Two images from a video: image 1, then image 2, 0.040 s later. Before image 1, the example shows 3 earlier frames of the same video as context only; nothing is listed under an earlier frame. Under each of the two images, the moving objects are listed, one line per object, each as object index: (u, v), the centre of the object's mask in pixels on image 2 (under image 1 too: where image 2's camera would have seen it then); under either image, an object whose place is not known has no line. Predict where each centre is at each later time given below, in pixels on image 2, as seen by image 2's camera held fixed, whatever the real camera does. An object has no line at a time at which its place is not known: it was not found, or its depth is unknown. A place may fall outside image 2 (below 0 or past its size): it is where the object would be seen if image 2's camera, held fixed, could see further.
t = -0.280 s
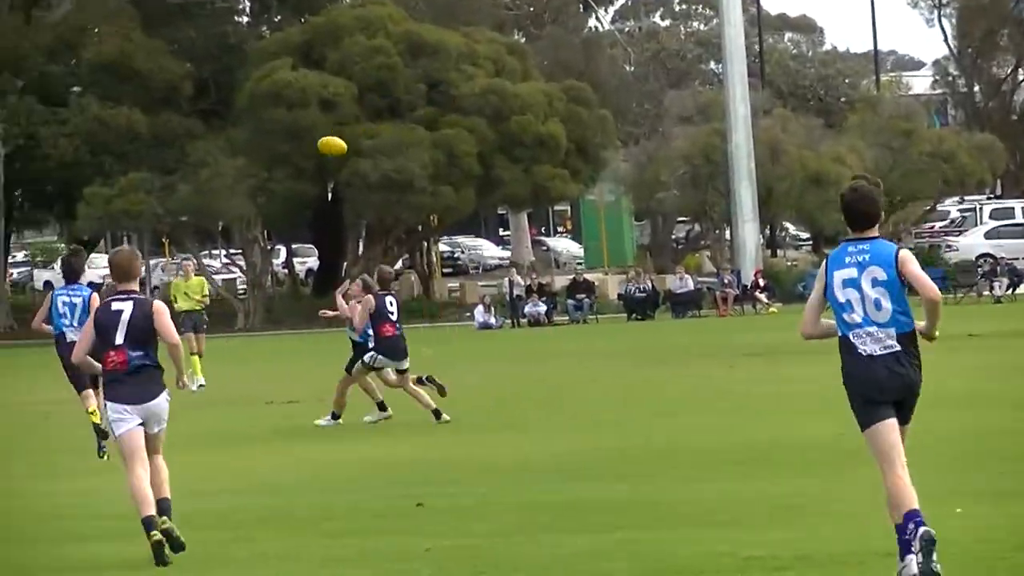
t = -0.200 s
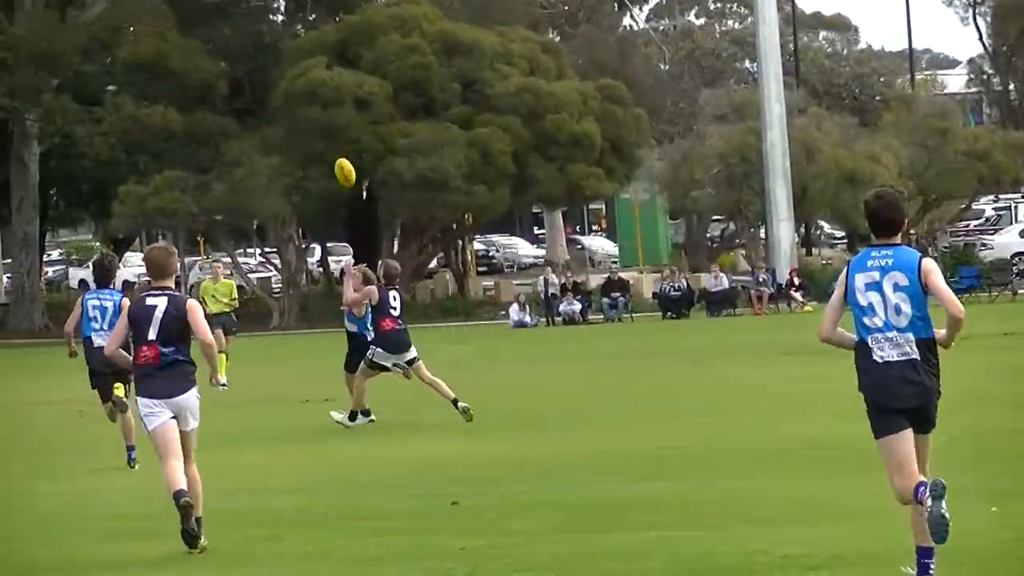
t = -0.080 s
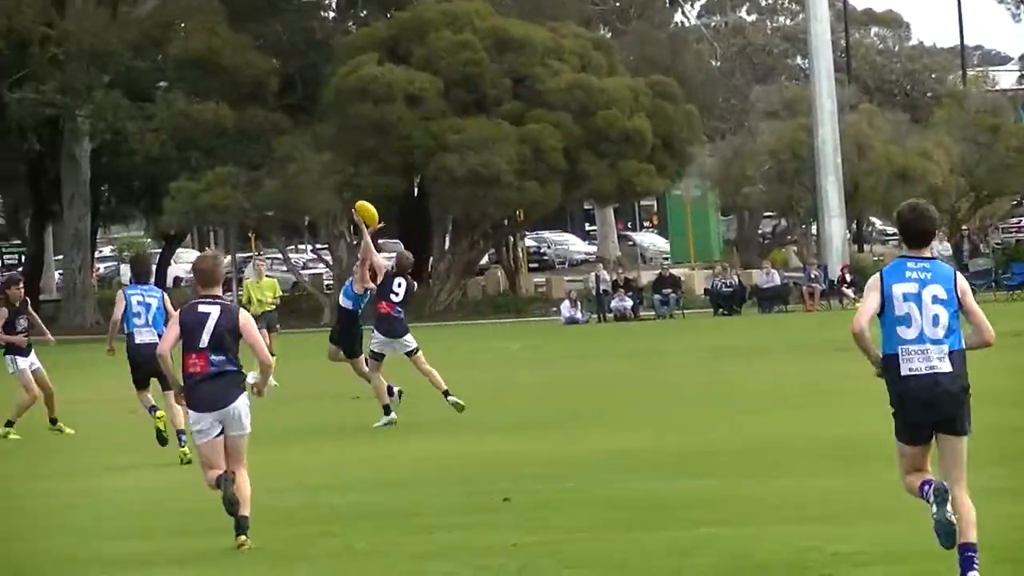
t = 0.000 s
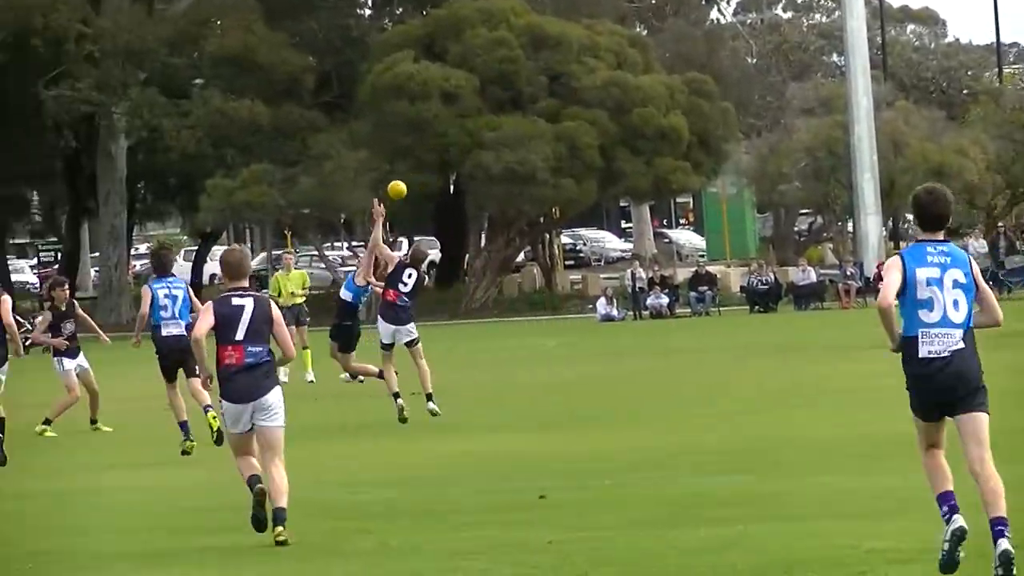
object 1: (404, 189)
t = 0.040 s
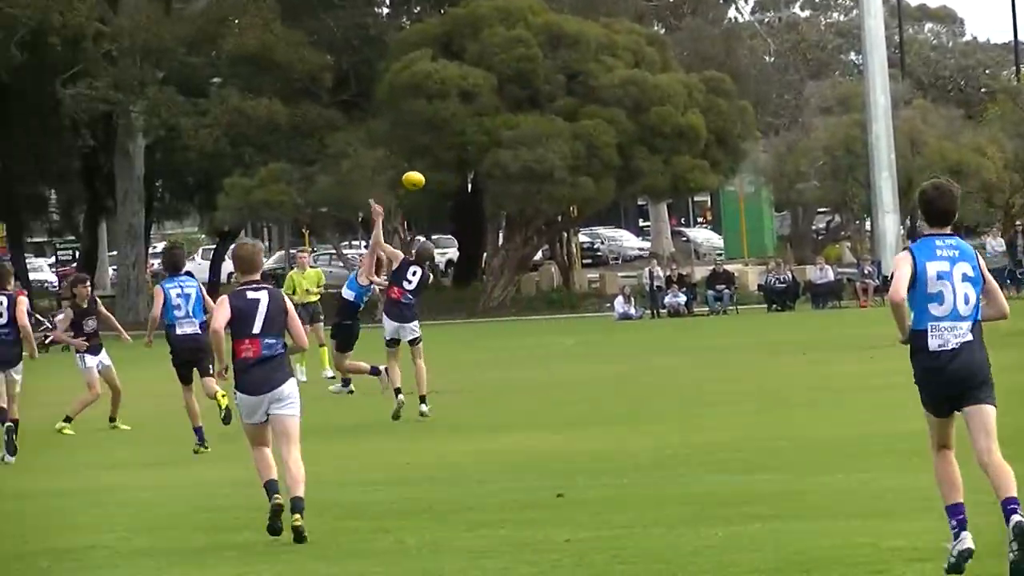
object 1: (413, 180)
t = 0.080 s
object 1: (421, 174)
